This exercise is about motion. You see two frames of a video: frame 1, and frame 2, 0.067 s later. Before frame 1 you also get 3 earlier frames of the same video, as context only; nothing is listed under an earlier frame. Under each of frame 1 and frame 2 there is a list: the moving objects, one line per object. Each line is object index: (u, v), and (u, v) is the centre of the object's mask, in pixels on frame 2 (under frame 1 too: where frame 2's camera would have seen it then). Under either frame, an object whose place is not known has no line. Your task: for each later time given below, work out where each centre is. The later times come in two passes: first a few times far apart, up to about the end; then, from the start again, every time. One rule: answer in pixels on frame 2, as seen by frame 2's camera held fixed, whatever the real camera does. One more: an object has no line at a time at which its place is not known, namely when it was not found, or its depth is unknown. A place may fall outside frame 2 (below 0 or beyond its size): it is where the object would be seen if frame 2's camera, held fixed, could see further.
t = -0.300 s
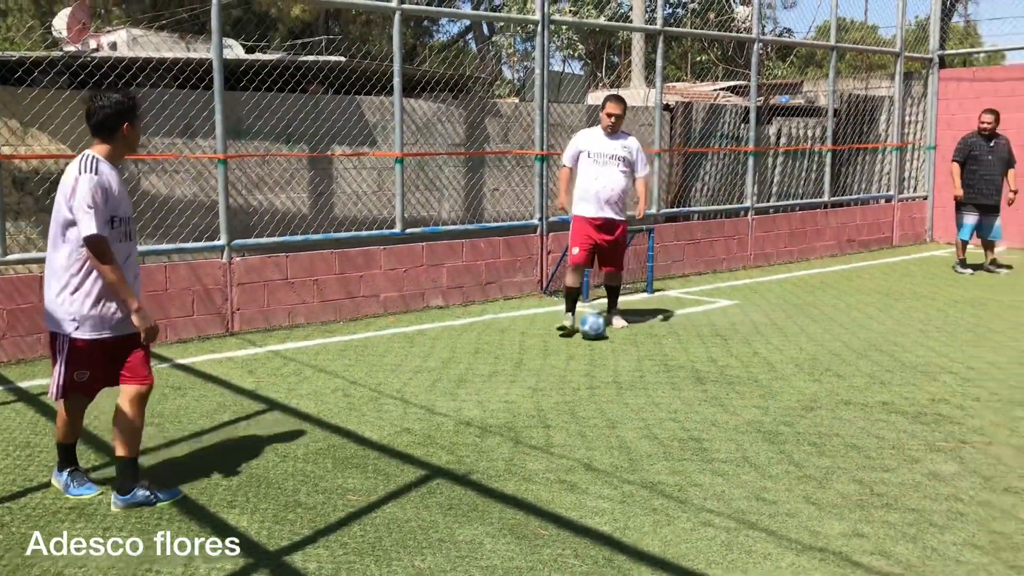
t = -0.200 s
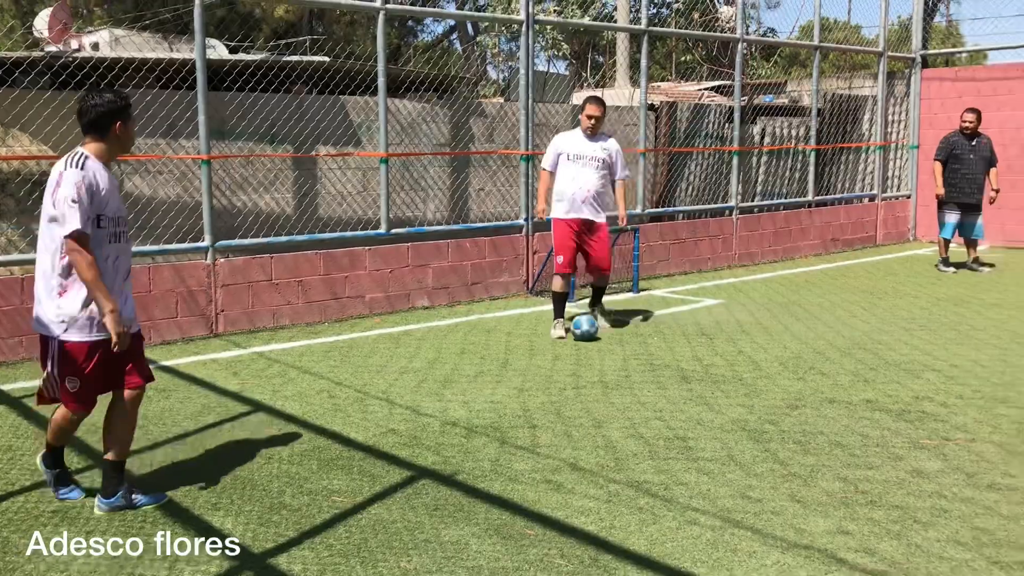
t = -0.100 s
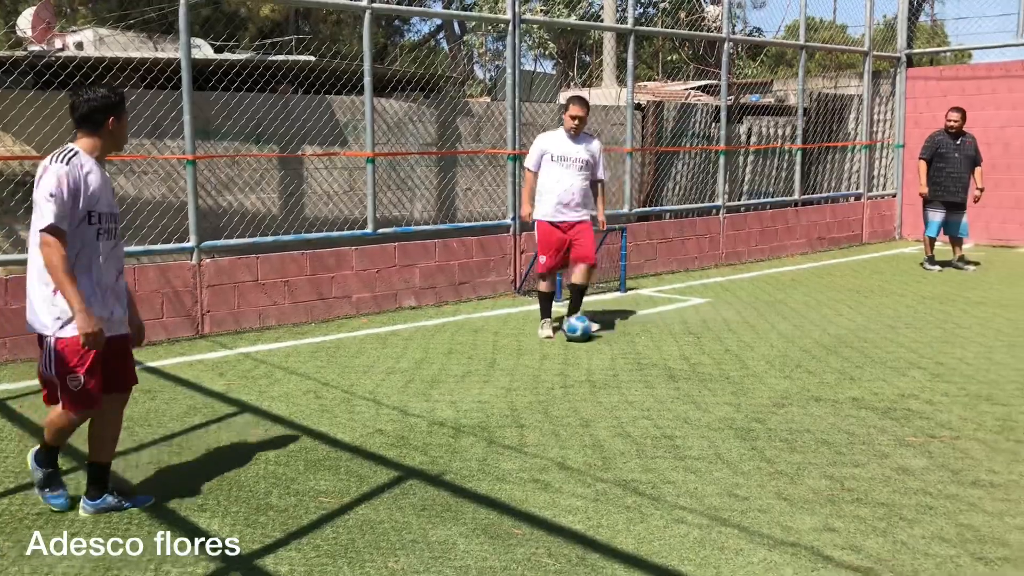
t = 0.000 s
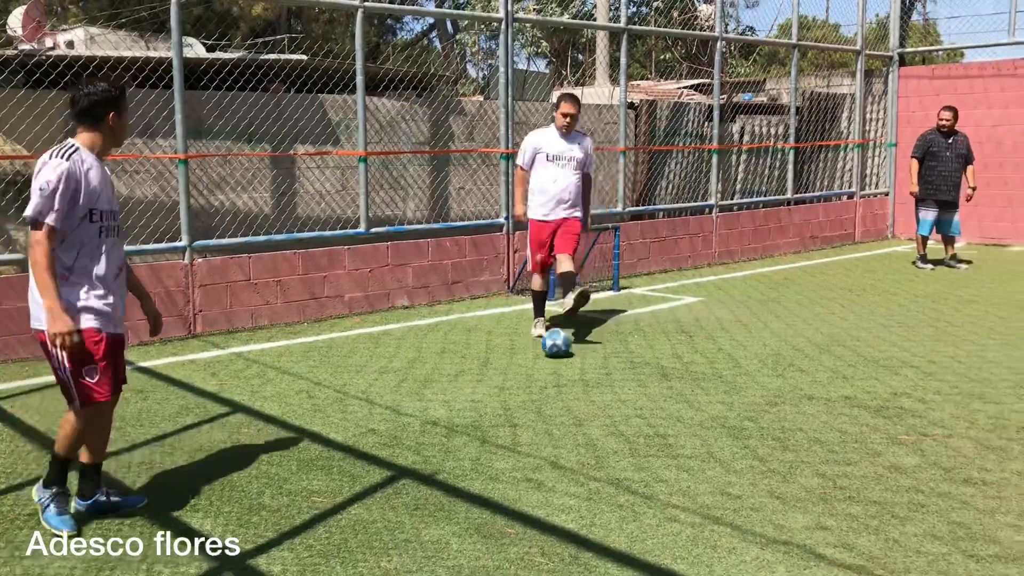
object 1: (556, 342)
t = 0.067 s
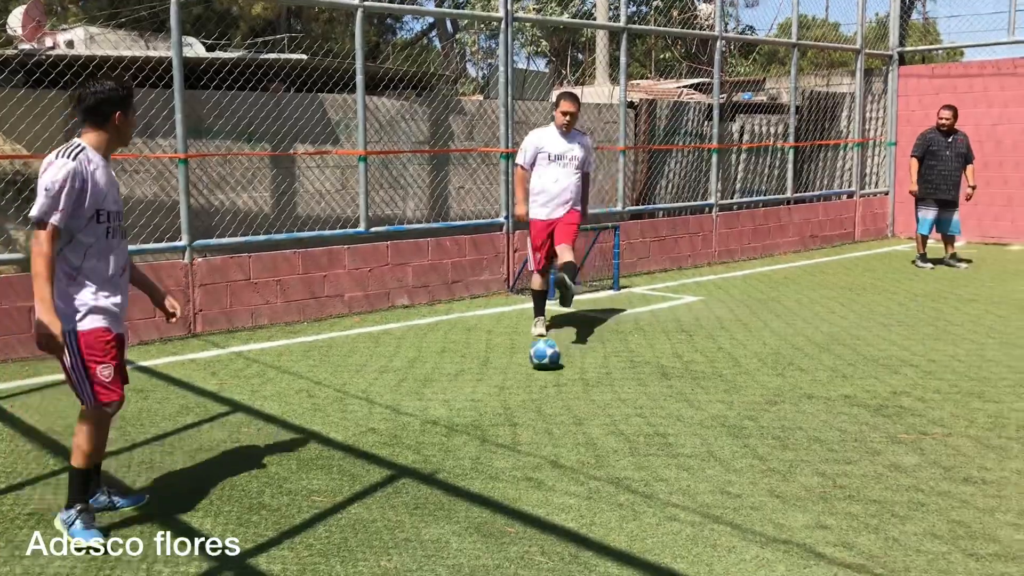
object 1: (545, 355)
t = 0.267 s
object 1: (508, 392)
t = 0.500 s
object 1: (457, 445)
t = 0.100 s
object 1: (539, 360)
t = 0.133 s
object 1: (533, 366)
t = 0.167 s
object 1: (527, 372)
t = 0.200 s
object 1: (521, 378)
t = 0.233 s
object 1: (514, 387)
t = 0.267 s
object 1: (508, 392)
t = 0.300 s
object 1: (501, 399)
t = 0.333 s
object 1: (495, 407)
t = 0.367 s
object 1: (488, 412)
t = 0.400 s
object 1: (481, 420)
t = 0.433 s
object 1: (473, 429)
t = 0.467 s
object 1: (465, 436)
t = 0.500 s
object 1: (457, 445)
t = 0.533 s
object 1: (448, 452)
